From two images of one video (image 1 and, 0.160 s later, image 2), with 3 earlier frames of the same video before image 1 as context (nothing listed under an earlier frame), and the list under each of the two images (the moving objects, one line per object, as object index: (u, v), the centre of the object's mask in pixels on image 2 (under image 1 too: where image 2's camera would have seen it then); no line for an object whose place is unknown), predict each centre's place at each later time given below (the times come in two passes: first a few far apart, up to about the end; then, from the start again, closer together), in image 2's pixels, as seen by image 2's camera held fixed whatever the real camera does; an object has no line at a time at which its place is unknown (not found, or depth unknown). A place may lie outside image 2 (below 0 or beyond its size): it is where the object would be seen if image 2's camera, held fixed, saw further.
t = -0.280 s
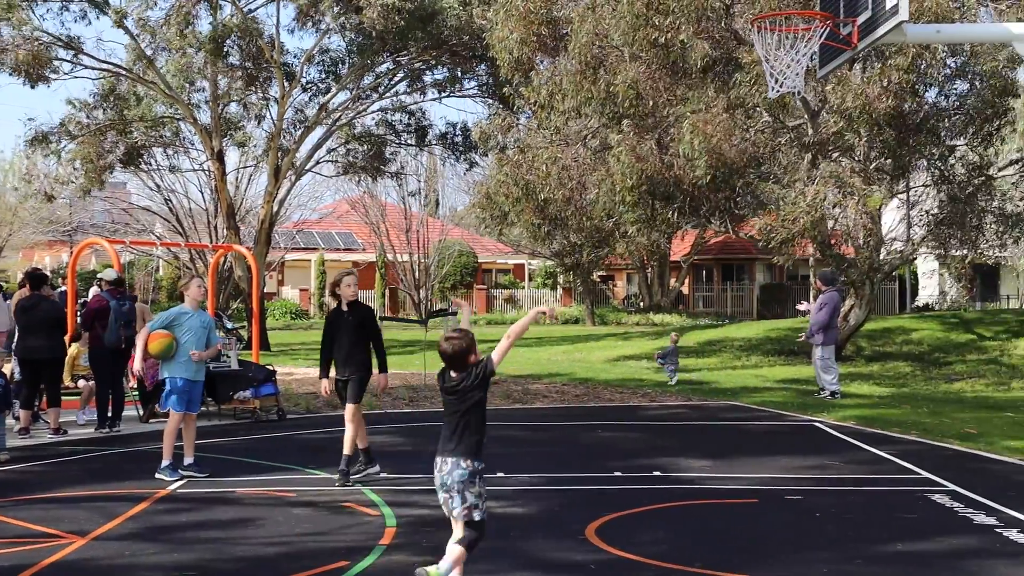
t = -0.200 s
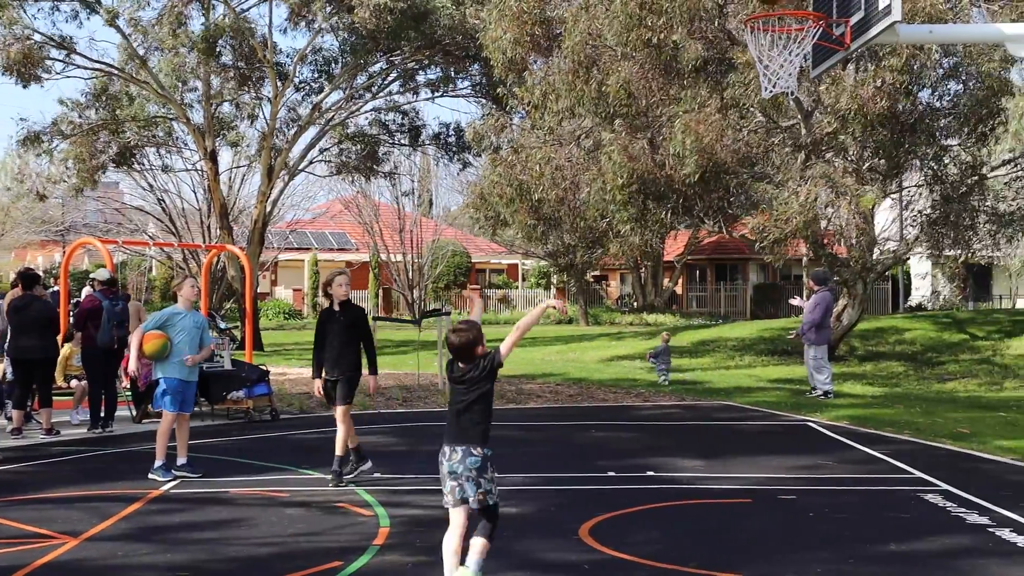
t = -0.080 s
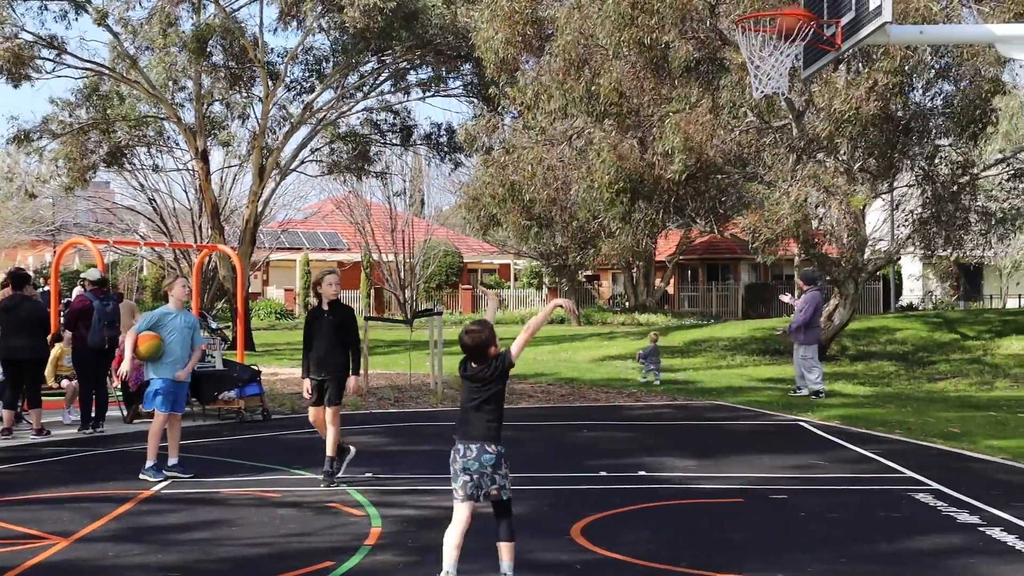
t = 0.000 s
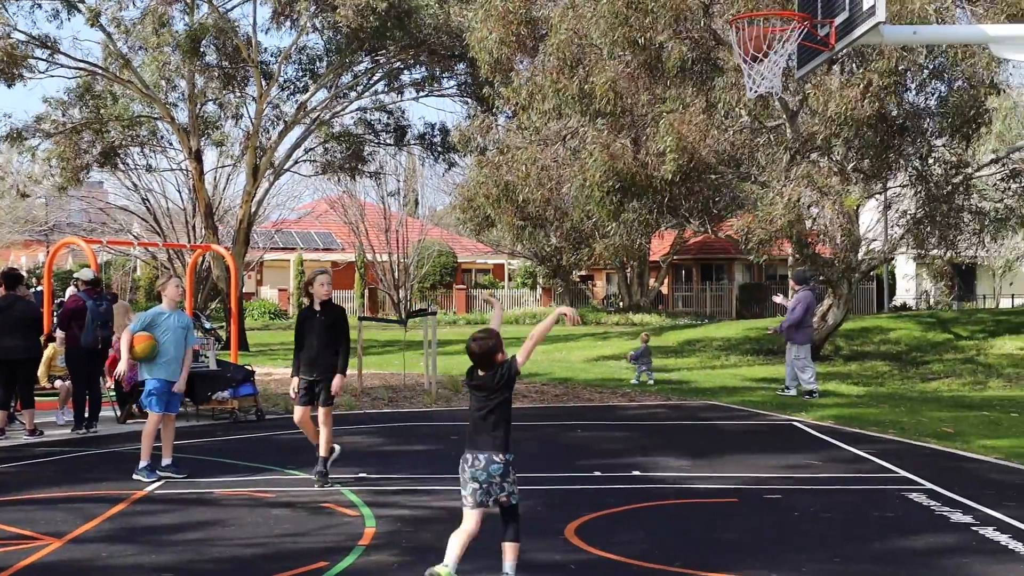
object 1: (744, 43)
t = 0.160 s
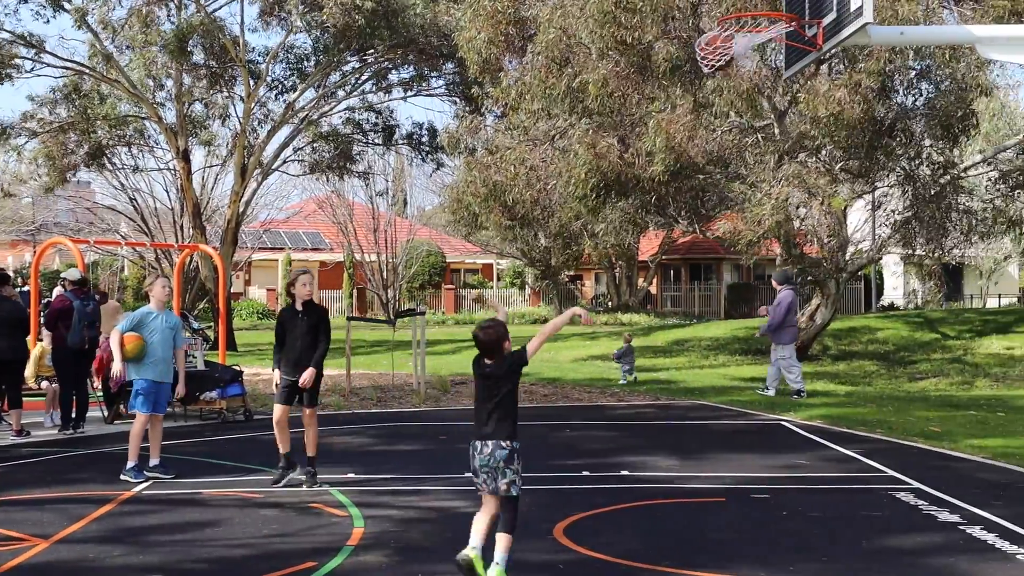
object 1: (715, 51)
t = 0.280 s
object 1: (722, 58)
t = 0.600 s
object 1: (787, 137)
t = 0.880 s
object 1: (841, 329)
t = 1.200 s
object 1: (894, 391)
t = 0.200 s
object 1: (717, 51)
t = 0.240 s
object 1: (719, 54)
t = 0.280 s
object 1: (722, 58)
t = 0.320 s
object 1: (728, 65)
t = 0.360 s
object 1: (734, 71)
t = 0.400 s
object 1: (743, 78)
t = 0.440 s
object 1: (754, 84)
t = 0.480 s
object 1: (763, 97)
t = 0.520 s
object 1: (769, 106)
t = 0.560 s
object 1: (779, 120)
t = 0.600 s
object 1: (787, 137)
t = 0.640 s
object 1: (795, 157)
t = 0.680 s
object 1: (801, 177)
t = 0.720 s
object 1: (810, 202)
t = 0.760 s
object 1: (818, 230)
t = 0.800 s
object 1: (826, 262)
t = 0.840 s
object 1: (833, 292)
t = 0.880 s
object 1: (841, 329)
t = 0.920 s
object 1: (850, 365)
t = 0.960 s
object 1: (857, 410)
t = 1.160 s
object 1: (889, 420)
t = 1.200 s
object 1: (894, 391)
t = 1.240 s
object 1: (900, 363)
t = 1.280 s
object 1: (906, 339)
